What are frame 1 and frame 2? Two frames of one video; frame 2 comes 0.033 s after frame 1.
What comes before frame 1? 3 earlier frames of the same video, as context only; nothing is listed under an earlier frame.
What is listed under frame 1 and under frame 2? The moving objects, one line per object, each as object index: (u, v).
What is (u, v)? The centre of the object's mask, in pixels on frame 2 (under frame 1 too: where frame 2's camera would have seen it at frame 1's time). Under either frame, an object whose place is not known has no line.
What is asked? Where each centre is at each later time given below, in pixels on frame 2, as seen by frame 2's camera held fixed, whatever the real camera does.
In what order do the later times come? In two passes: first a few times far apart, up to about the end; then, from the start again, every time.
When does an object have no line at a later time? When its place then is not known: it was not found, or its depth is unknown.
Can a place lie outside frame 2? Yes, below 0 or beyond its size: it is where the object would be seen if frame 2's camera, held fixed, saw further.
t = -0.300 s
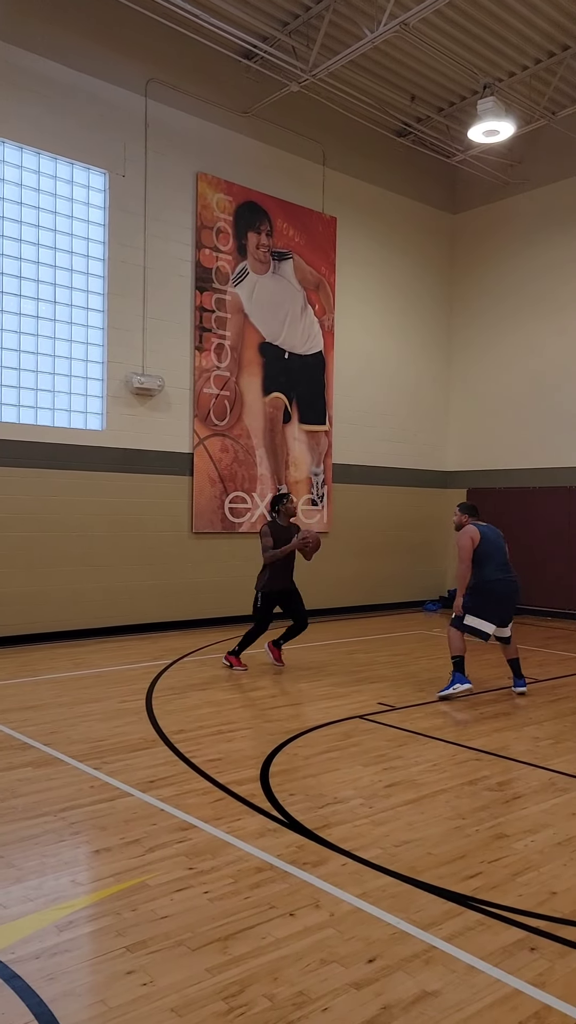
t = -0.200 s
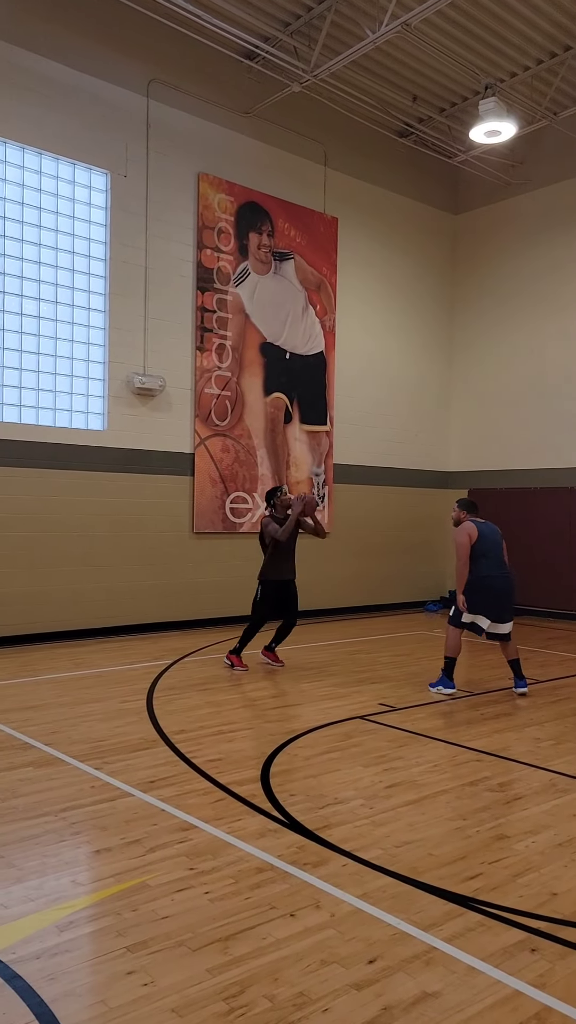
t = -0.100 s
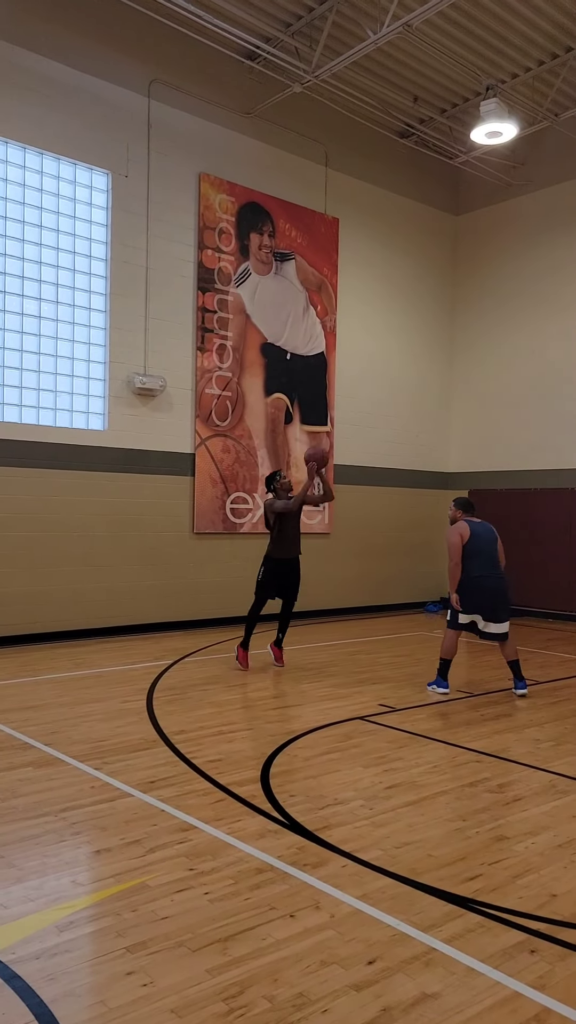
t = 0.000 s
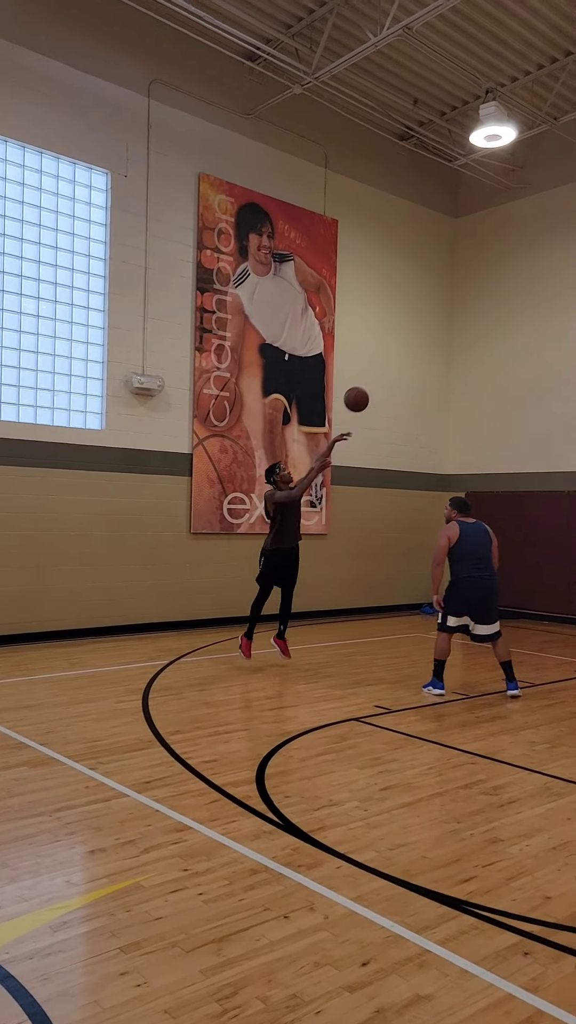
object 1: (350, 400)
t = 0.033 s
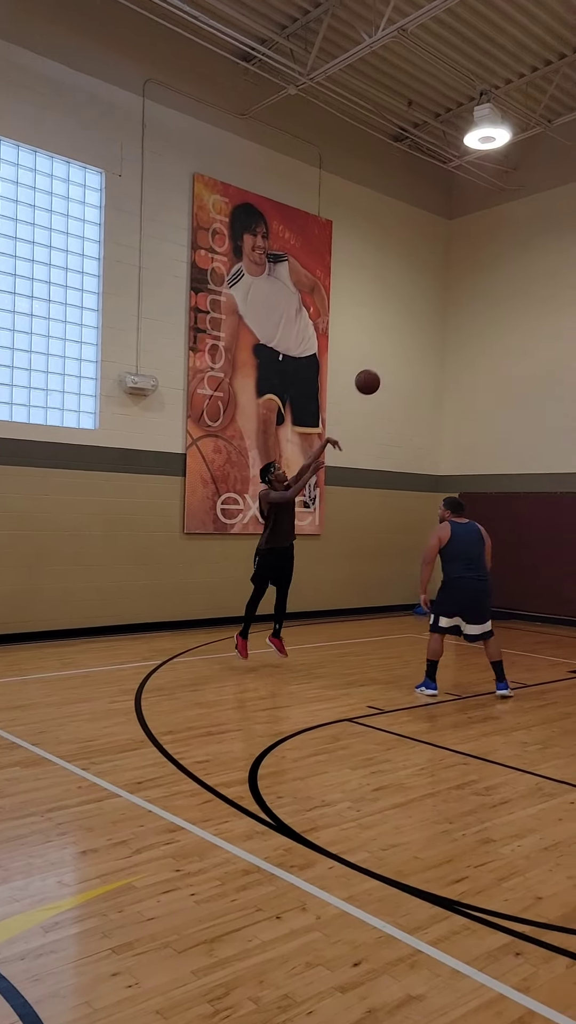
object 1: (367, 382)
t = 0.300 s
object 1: (507, 279)
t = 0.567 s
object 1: (640, 250)
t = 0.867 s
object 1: (791, 306)
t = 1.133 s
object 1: (801, 309)
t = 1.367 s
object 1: (730, 291)
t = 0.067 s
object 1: (385, 365)
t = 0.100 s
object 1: (402, 349)
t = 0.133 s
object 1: (420, 335)
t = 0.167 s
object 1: (437, 321)
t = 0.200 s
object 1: (455, 309)
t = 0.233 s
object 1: (472, 298)
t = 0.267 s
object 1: (490, 288)
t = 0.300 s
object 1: (507, 279)
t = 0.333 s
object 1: (524, 271)
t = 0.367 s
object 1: (541, 265)
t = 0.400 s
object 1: (557, 260)
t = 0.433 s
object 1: (573, 255)
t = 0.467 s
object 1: (590, 252)
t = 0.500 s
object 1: (606, 251)
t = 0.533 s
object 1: (622, 250)
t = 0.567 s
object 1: (640, 250)
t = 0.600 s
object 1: (656, 252)
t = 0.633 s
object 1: (673, 254)
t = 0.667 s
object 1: (691, 258)
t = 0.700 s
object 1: (707, 263)
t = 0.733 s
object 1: (724, 269)
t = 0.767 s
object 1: (741, 277)
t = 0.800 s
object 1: (758, 286)
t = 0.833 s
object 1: (774, 295)
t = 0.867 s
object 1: (791, 306)
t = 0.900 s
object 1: (807, 318)
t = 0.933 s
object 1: (824, 332)
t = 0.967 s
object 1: (840, 345)
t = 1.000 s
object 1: (840, 345)
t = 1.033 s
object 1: (831, 335)
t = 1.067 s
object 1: (821, 324)
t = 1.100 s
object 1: (811, 316)
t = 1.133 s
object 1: (801, 309)
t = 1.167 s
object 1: (791, 302)
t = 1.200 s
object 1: (781, 298)
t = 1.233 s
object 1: (771, 294)
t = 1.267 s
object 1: (760, 292)
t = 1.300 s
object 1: (750, 290)
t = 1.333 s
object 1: (740, 290)
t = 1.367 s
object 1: (730, 291)
